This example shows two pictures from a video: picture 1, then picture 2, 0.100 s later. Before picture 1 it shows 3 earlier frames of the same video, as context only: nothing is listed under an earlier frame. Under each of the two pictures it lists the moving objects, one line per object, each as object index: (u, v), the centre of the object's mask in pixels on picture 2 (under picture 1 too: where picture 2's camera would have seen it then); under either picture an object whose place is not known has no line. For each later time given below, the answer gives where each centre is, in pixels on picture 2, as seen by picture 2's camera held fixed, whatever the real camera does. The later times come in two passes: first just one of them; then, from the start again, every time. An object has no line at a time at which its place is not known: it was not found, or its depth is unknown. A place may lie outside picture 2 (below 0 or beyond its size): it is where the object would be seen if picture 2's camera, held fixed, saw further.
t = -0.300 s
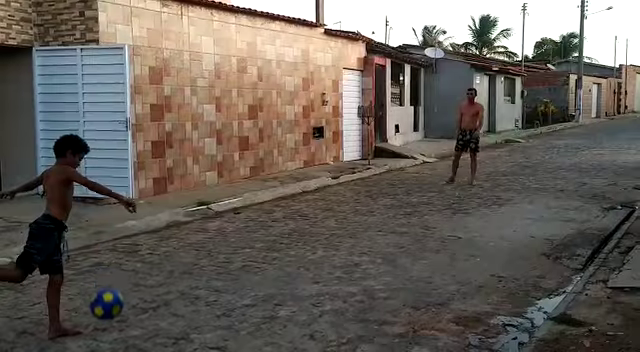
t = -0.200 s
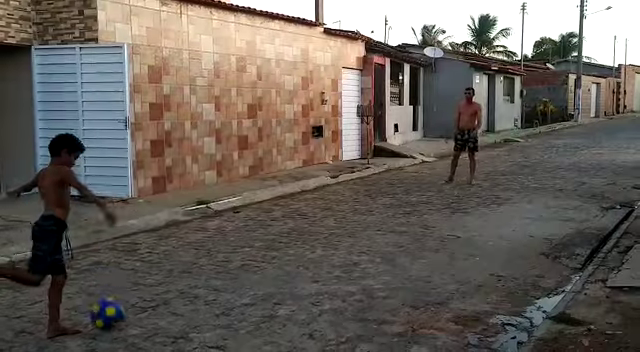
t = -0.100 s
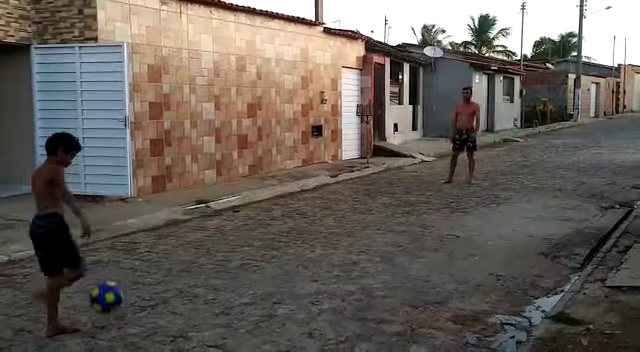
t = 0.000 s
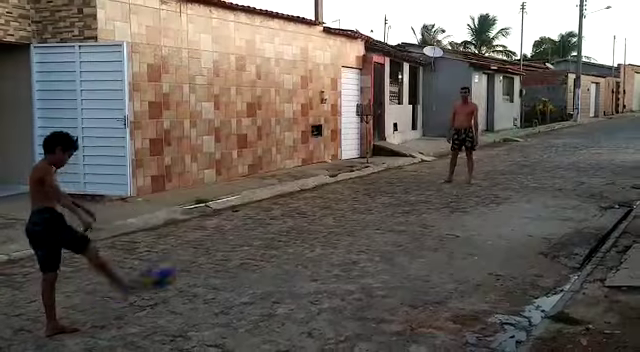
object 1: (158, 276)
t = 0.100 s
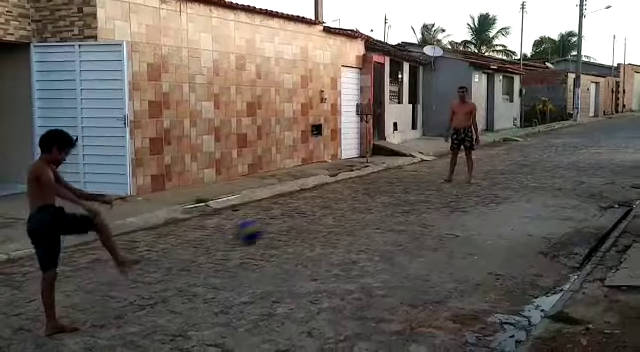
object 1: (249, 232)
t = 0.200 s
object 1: (324, 212)
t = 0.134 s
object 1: (274, 223)
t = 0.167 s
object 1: (302, 218)
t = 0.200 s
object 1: (324, 212)
